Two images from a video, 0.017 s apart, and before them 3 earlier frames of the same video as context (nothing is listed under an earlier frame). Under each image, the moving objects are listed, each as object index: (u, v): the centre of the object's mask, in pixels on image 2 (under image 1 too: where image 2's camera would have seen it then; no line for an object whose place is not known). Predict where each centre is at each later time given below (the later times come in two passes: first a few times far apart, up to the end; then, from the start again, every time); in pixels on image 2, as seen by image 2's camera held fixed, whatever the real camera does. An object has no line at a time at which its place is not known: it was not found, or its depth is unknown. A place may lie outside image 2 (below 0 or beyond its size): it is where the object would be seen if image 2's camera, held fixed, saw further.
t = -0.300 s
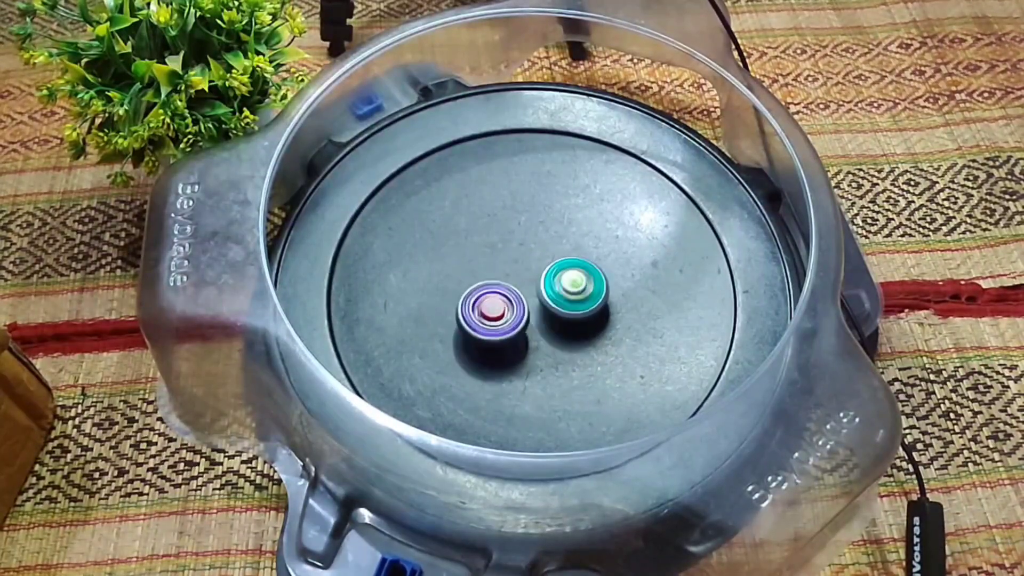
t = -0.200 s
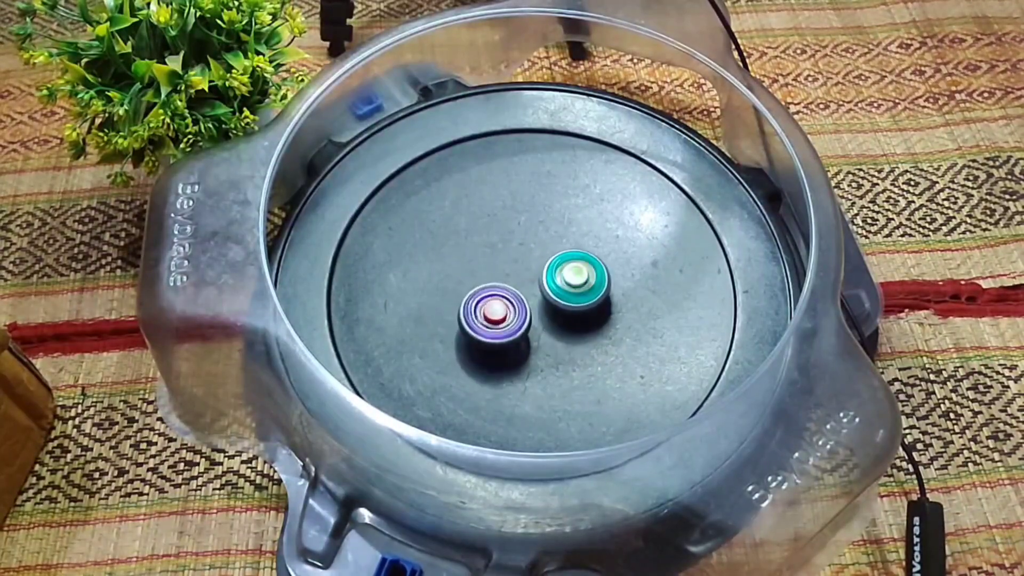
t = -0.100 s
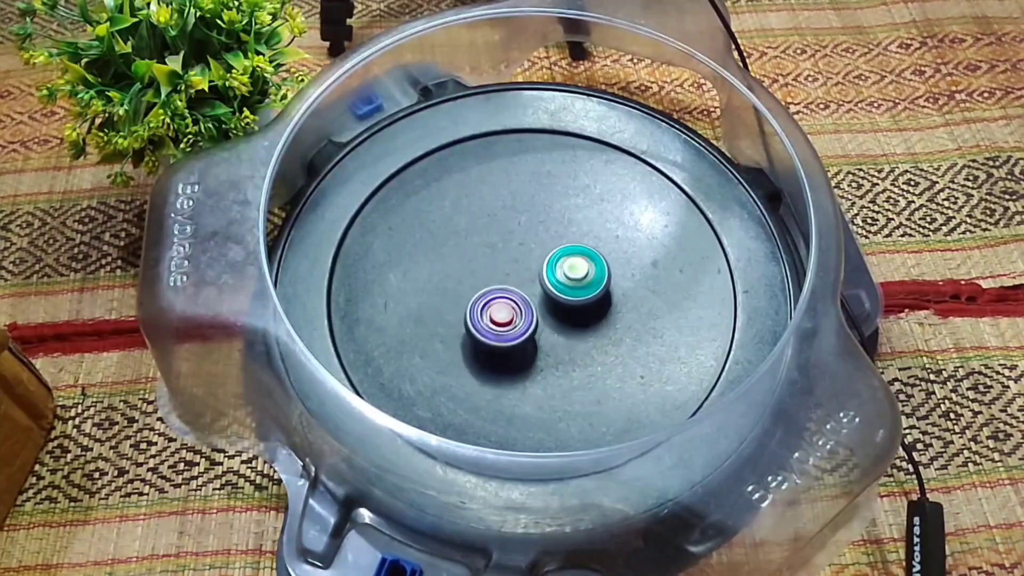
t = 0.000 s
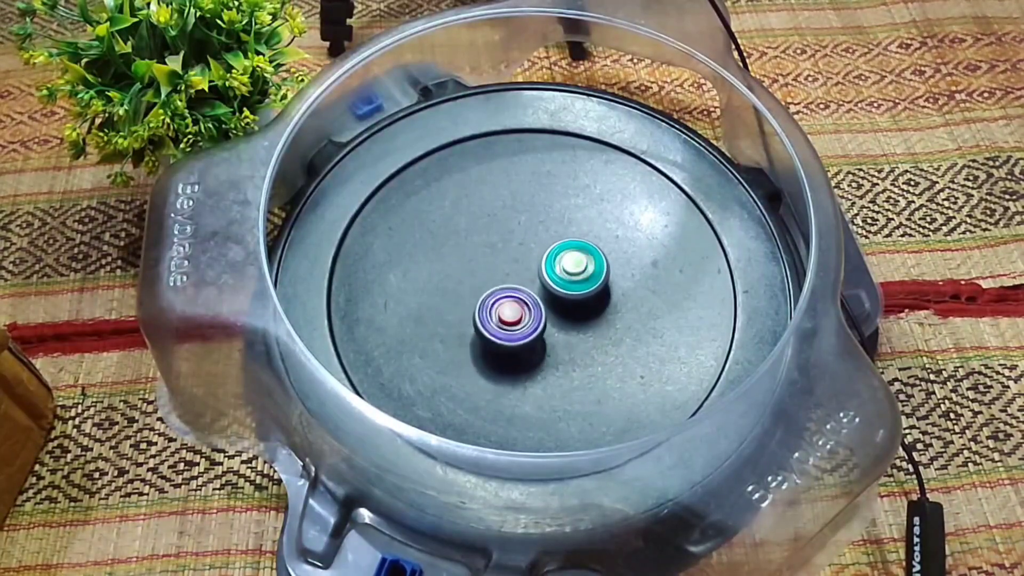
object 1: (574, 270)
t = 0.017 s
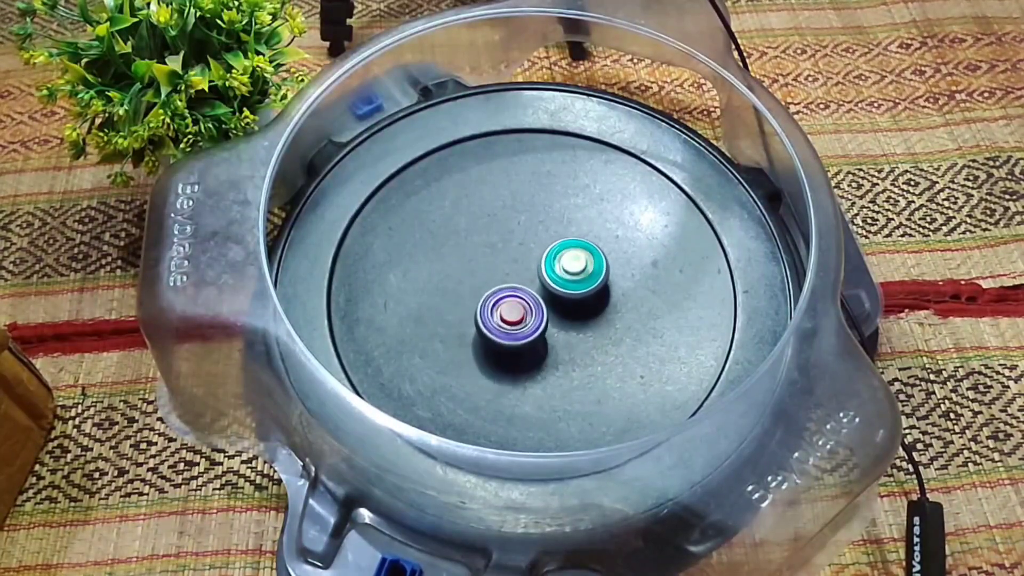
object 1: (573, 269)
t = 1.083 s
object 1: (524, 273)
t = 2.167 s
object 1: (430, 323)
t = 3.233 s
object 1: (590, 272)
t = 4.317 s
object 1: (519, 283)
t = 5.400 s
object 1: (477, 339)
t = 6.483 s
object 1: (573, 341)
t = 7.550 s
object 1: (579, 306)
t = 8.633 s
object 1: (572, 260)
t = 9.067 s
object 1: (571, 255)
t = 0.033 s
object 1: (573, 269)
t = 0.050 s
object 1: (573, 268)
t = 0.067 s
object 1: (572, 267)
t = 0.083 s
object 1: (572, 266)
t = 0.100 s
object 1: (571, 266)
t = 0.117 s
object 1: (570, 265)
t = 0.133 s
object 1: (569, 264)
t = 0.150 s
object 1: (569, 263)
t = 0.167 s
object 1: (570, 260)
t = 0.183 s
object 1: (572, 257)
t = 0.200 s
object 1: (573, 256)
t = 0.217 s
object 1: (572, 255)
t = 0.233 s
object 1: (572, 255)
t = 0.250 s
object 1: (571, 254)
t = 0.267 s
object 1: (571, 253)
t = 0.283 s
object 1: (570, 252)
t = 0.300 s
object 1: (569, 251)
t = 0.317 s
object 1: (568, 251)
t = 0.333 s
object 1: (567, 250)
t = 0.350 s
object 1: (566, 250)
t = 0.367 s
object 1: (565, 250)
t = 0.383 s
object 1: (564, 249)
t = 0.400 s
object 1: (563, 249)
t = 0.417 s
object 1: (561, 249)
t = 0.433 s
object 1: (560, 249)
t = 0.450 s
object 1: (558, 249)
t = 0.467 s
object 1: (557, 250)
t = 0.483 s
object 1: (556, 250)
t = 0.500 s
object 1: (554, 251)
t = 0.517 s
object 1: (553, 251)
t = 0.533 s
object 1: (552, 252)
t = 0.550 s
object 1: (551, 253)
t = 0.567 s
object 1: (551, 249)
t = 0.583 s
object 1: (553, 244)
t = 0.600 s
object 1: (553, 241)
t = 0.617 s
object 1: (553, 240)
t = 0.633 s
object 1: (552, 240)
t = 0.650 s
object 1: (551, 239)
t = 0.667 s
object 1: (550, 239)
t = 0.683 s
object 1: (549, 239)
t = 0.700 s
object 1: (547, 239)
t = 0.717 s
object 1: (546, 239)
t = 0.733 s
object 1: (545, 240)
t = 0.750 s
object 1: (543, 240)
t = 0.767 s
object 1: (542, 241)
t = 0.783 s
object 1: (540, 241)
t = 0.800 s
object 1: (539, 242)
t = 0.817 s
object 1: (537, 243)
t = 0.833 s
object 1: (536, 244)
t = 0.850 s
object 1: (534, 246)
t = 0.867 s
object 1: (533, 247)
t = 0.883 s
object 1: (532, 249)
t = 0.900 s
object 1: (531, 250)
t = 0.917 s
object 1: (530, 252)
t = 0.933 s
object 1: (529, 254)
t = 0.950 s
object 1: (528, 256)
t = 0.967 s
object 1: (527, 258)
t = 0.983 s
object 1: (526, 260)
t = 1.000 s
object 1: (526, 262)
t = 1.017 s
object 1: (525, 264)
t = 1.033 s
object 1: (525, 266)
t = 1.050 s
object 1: (525, 268)
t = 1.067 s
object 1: (525, 271)
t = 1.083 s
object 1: (524, 273)
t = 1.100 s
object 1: (524, 275)
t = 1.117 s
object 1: (523, 275)
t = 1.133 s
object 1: (523, 276)
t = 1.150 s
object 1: (523, 277)
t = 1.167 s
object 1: (521, 275)
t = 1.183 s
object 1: (517, 267)
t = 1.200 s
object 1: (514, 261)
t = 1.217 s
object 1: (512, 259)
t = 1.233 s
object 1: (511, 257)
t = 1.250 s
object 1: (509, 258)
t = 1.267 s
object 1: (508, 258)
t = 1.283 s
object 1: (506, 259)
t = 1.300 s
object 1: (505, 259)
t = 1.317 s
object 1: (503, 259)
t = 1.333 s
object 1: (502, 260)
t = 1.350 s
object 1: (500, 260)
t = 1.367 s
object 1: (499, 261)
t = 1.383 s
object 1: (497, 262)
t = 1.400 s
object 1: (496, 262)
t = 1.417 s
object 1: (495, 263)
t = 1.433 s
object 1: (494, 264)
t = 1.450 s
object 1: (492, 265)
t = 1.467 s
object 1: (491, 266)
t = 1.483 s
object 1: (490, 267)
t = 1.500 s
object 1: (489, 268)
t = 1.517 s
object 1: (489, 270)
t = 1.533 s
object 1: (488, 271)
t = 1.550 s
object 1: (487, 272)
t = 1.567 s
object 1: (486, 273)
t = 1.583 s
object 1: (486, 275)
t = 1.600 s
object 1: (485, 276)
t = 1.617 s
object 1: (485, 277)
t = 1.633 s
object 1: (484, 279)
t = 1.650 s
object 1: (484, 280)
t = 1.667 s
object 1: (484, 281)
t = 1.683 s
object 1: (484, 283)
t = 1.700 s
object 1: (484, 284)
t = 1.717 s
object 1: (484, 286)
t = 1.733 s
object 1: (484, 288)
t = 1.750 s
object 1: (484, 289)
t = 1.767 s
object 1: (484, 291)
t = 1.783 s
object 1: (485, 293)
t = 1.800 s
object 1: (485, 295)
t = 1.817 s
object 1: (486, 296)
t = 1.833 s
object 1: (487, 299)
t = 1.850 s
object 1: (487, 300)
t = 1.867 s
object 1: (477, 298)
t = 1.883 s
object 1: (464, 294)
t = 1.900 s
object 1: (454, 291)
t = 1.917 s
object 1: (448, 291)
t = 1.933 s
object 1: (443, 291)
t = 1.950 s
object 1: (440, 293)
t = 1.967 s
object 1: (438, 295)
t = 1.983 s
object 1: (436, 298)
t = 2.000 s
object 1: (435, 300)
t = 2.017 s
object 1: (434, 303)
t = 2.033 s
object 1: (432, 305)
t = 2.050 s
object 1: (431, 307)
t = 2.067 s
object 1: (430, 310)
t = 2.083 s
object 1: (430, 312)
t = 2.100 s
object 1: (429, 316)
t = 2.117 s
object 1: (429, 317)
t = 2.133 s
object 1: (429, 320)
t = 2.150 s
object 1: (429, 322)
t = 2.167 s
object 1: (430, 323)
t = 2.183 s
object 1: (430, 325)
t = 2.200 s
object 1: (431, 327)
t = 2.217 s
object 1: (432, 329)
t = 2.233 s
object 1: (432, 331)
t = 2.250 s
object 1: (434, 333)
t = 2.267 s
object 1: (435, 335)
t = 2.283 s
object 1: (437, 336)
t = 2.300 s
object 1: (438, 338)
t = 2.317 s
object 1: (440, 339)
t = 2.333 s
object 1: (442, 341)
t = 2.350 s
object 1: (445, 342)
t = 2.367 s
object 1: (447, 344)
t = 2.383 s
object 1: (449, 345)
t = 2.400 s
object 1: (452, 346)
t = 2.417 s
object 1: (455, 347)
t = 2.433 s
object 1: (458, 348)
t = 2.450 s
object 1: (461, 349)
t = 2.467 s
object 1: (464, 350)
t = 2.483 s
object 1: (468, 350)
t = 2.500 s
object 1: (471, 351)
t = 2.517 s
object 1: (475, 351)
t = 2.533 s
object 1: (478, 352)
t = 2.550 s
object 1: (482, 351)
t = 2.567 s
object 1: (486, 351)
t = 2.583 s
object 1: (490, 352)
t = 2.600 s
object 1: (494, 351)
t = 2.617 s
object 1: (499, 351)
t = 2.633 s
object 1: (502, 350)
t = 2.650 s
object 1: (507, 349)
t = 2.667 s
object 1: (511, 348)
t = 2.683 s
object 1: (516, 347)
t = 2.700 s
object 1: (520, 345)
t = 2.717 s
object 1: (524, 343)
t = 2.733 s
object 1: (528, 342)
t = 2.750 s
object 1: (531, 339)
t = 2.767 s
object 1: (535, 338)
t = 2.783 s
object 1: (539, 335)
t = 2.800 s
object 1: (543, 333)
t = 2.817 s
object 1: (546, 331)
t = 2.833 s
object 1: (550, 329)
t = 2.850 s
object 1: (553, 327)
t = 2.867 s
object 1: (556, 324)
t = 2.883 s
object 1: (559, 322)
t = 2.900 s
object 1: (562, 320)
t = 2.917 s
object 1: (565, 317)
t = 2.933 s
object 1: (567, 315)
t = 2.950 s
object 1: (570, 312)
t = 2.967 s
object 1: (572, 310)
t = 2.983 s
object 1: (575, 307)
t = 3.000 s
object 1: (577, 304)
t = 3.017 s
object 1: (579, 302)
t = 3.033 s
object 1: (581, 298)
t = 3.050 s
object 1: (582, 296)
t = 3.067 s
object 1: (584, 294)
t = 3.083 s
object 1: (585, 291)
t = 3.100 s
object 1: (586, 288)
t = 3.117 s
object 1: (587, 286)
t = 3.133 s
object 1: (588, 284)
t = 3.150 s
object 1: (589, 282)
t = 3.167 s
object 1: (589, 279)
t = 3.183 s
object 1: (590, 278)
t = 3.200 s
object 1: (590, 275)
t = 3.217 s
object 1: (590, 274)
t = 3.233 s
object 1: (590, 272)
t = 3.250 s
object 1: (591, 271)
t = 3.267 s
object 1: (591, 269)
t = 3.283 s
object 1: (590, 268)
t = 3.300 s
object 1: (590, 267)
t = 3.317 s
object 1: (591, 266)
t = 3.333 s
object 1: (590, 265)
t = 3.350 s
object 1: (590, 263)
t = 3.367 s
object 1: (590, 263)
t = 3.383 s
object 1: (589, 262)
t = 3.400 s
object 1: (589, 261)
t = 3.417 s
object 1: (589, 261)
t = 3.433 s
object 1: (588, 260)
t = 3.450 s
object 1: (587, 259)
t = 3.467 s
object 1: (587, 259)
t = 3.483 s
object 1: (586, 258)
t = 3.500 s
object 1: (585, 257)
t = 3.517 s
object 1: (585, 257)
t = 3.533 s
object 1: (584, 256)
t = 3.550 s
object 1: (583, 256)
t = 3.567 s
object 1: (582, 255)
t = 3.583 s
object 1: (581, 255)
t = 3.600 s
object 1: (579, 254)
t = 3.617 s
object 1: (578, 254)
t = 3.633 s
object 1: (577, 254)
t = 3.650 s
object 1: (575, 254)
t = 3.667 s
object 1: (574, 254)
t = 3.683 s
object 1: (573, 255)
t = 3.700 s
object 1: (571, 255)
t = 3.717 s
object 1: (570, 255)
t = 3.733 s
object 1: (568, 256)
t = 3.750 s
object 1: (567, 257)
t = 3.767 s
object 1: (565, 257)
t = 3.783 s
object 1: (564, 258)
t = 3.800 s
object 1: (562, 259)
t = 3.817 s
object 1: (561, 259)
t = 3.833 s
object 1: (559, 260)
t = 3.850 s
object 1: (557, 262)
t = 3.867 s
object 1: (556, 263)
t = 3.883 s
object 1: (554, 264)
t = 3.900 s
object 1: (553, 265)
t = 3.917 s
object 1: (551, 266)
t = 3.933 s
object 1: (550, 267)
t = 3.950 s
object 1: (549, 267)
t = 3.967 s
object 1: (548, 265)
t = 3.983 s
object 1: (547, 265)
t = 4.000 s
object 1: (546, 266)
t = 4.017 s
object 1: (545, 266)
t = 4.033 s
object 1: (543, 267)
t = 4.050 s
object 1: (542, 267)
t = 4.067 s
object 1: (540, 268)
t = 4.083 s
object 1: (539, 269)
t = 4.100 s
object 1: (537, 269)
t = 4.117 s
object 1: (536, 270)
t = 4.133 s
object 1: (534, 271)
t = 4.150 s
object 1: (533, 272)
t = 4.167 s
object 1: (532, 273)
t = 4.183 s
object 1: (530, 274)
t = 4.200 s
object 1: (529, 275)
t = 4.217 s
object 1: (527, 276)
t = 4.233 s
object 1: (526, 277)
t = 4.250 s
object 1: (524, 278)
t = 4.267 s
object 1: (523, 279)
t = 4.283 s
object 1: (522, 280)
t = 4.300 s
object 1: (520, 281)
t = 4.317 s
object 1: (519, 283)
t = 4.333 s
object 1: (518, 284)
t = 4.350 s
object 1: (516, 284)
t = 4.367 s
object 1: (515, 286)
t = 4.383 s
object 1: (513, 286)
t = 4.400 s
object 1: (512, 287)
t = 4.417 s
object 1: (511, 288)
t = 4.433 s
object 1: (509, 290)
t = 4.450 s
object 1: (508, 291)
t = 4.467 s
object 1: (507, 292)
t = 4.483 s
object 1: (506, 293)
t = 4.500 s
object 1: (505, 294)
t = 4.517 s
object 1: (504, 296)
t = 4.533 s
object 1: (503, 297)
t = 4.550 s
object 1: (502, 298)
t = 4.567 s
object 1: (501, 299)
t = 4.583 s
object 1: (500, 300)
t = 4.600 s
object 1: (499, 301)
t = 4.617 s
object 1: (498, 302)
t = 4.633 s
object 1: (498, 303)
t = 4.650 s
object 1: (497, 303)
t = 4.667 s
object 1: (496, 304)
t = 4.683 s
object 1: (495, 305)
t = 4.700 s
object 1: (495, 307)
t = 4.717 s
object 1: (495, 308)
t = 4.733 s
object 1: (494, 309)
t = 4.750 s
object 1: (493, 309)
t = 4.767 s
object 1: (493, 310)
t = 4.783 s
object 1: (492, 310)
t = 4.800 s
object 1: (491, 311)
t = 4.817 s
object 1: (484, 313)
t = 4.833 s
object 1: (480, 314)
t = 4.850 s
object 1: (478, 316)
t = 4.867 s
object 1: (476, 318)
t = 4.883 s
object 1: (475, 319)
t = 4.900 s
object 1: (473, 321)
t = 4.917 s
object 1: (472, 322)
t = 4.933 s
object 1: (471, 323)
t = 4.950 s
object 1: (470, 324)
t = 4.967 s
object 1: (470, 325)
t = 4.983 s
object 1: (469, 326)
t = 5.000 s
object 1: (468, 327)
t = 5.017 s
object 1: (468, 328)
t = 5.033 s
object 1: (467, 329)
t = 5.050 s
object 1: (467, 330)
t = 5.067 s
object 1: (467, 330)
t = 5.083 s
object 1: (467, 331)
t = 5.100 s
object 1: (467, 332)
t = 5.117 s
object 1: (467, 332)
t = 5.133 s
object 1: (467, 333)
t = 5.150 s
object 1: (467, 334)
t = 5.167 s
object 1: (467, 335)
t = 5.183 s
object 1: (467, 335)
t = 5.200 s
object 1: (467, 336)
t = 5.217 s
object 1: (467, 336)
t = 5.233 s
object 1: (467, 337)
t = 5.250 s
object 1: (468, 337)
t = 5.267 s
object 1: (469, 338)
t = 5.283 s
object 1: (469, 338)
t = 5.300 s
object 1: (470, 339)
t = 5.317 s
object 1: (471, 339)
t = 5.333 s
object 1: (472, 339)
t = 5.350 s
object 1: (473, 339)
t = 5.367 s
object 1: (475, 339)
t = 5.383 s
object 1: (476, 339)
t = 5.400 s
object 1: (477, 339)
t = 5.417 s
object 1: (478, 339)
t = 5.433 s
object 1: (480, 338)
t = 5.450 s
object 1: (481, 338)
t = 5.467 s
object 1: (482, 337)
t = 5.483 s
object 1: (484, 337)
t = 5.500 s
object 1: (485, 336)
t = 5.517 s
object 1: (487, 335)
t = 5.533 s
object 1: (488, 335)
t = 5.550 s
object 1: (489, 334)
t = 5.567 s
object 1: (491, 334)
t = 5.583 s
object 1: (492, 333)
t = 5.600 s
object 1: (488, 338)
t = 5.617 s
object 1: (486, 342)
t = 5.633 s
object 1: (485, 342)
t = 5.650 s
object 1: (486, 343)
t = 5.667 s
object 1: (487, 343)
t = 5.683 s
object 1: (488, 343)
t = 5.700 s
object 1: (490, 343)
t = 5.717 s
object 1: (491, 343)
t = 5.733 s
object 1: (492, 343)
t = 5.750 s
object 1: (494, 343)
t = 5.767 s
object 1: (495, 343)
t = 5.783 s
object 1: (497, 344)
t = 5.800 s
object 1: (499, 343)
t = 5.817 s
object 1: (500, 343)
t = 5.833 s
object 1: (502, 343)
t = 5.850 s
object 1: (504, 343)
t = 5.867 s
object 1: (506, 342)
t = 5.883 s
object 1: (508, 342)
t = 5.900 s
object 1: (510, 341)
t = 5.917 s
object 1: (512, 341)
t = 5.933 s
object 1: (514, 340)
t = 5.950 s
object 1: (515, 339)
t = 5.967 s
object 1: (517, 339)
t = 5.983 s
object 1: (519, 338)
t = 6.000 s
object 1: (521, 338)
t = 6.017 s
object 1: (523, 337)
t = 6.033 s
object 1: (525, 336)
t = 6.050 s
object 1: (526, 338)
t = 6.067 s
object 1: (529, 339)
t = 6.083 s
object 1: (530, 340)
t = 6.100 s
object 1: (532, 339)
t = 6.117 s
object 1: (533, 340)
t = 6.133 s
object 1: (535, 339)
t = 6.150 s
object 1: (537, 339)
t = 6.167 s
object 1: (538, 339)
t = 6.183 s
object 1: (540, 338)
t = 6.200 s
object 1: (541, 338)
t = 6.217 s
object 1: (543, 338)
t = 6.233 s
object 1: (545, 337)
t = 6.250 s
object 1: (546, 337)
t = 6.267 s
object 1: (548, 336)
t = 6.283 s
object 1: (549, 335)
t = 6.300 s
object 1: (550, 335)
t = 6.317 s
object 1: (552, 334)
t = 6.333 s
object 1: (553, 334)
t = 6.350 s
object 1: (554, 333)
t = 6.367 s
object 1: (556, 333)
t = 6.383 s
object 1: (557, 332)
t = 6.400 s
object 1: (558, 332)
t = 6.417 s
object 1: (561, 334)
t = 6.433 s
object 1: (565, 338)
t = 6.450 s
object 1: (569, 341)
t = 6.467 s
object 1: (571, 341)
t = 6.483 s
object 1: (573, 341)
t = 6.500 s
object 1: (575, 341)
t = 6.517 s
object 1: (578, 341)
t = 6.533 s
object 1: (579, 341)
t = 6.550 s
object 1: (581, 341)
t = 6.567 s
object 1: (583, 340)
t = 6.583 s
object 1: (584, 340)
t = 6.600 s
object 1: (585, 340)
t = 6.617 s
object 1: (586, 340)
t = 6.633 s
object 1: (587, 339)
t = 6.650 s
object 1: (588, 339)
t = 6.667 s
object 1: (589, 339)
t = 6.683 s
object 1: (589, 338)
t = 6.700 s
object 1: (590, 337)
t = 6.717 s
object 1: (591, 337)
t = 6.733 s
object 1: (591, 337)
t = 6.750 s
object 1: (592, 336)
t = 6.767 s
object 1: (593, 336)
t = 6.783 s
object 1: (593, 335)
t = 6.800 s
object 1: (593, 334)
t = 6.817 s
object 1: (594, 335)
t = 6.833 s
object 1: (594, 334)
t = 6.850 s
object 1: (594, 334)
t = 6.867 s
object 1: (595, 333)
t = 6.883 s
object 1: (595, 332)
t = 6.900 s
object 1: (595, 332)
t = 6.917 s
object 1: (596, 331)
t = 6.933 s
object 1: (595, 330)
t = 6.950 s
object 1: (595, 329)
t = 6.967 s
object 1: (595, 328)
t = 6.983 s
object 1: (594, 327)
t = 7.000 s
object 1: (594, 326)
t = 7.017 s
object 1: (593, 325)
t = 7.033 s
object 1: (592, 323)
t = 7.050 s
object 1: (591, 323)
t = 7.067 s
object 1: (590, 323)
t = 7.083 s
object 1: (589, 322)
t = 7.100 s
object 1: (587, 321)
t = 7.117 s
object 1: (587, 321)
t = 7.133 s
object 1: (587, 321)
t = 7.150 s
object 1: (587, 321)
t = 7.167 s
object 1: (587, 321)
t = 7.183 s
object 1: (586, 320)
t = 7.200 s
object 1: (587, 320)
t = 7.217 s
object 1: (587, 320)
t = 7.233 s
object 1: (587, 319)
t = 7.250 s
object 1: (586, 317)
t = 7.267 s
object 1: (586, 317)
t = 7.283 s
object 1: (586, 316)
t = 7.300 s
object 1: (585, 314)
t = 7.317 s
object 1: (585, 314)
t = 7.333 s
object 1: (584, 314)
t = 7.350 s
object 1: (583, 313)
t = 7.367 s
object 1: (582, 311)
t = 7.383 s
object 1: (581, 311)
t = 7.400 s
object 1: (580, 311)
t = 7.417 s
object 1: (579, 309)
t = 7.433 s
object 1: (579, 309)
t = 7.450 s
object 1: (578, 309)
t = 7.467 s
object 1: (577, 308)
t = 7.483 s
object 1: (576, 308)
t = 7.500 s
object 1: (577, 307)
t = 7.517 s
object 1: (579, 307)
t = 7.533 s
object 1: (579, 307)
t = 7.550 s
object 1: (579, 306)
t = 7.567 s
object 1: (579, 305)
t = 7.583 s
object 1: (578, 304)
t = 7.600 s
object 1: (578, 303)
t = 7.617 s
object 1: (577, 302)
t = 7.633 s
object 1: (576, 302)
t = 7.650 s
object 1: (576, 302)
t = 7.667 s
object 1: (575, 301)
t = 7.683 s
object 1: (575, 300)
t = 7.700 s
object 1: (574, 299)
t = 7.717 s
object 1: (573, 297)
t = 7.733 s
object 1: (572, 298)
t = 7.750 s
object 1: (571, 296)
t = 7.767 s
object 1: (570, 296)
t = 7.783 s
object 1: (569, 296)
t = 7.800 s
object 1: (568, 295)
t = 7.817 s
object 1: (567, 295)
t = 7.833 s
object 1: (565, 295)
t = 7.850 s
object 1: (564, 294)
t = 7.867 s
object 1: (563, 294)
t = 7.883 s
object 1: (561, 293)
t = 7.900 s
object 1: (560, 292)
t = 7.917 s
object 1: (559, 292)
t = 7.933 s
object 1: (557, 292)
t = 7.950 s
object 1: (556, 291)
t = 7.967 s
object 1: (556, 292)
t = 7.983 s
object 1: (556, 292)
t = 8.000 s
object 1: (555, 292)
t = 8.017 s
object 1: (555, 291)
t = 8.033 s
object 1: (554, 291)
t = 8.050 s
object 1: (553, 291)
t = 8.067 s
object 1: (554, 289)
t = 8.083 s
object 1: (554, 289)
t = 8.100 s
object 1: (553, 290)
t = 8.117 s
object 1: (553, 289)
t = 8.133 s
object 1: (553, 288)
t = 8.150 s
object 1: (553, 288)
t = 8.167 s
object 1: (552, 288)
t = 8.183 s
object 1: (552, 286)
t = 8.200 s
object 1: (552, 287)
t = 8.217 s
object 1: (552, 287)
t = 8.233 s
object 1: (551, 285)
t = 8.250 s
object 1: (551, 284)
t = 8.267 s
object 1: (552, 283)
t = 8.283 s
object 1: (553, 282)
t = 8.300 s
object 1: (553, 282)
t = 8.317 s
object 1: (553, 280)
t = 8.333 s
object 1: (553, 280)
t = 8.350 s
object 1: (554, 280)
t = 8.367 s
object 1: (554, 278)
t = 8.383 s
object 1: (554, 279)
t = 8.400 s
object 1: (554, 279)
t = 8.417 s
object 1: (554, 278)
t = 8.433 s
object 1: (554, 276)
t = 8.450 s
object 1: (554, 276)
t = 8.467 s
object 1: (554, 277)
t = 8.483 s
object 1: (554, 275)
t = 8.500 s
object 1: (554, 276)
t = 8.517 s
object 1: (554, 274)
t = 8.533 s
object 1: (554, 275)
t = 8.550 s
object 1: (554, 274)
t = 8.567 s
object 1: (554, 274)
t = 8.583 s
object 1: (556, 272)
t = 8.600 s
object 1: (563, 266)
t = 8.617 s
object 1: (569, 262)
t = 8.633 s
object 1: (572, 260)
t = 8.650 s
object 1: (572, 259)
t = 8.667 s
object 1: (572, 258)
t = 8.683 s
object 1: (572, 258)
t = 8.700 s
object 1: (573, 257)
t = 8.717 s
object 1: (573, 256)
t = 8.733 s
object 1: (573, 256)
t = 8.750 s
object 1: (573, 255)
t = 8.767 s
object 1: (573, 255)
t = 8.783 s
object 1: (573, 254)
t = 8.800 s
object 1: (573, 254)
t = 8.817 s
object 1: (573, 253)
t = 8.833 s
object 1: (573, 253)
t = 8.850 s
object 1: (573, 253)
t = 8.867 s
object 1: (572, 252)
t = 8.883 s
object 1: (572, 252)
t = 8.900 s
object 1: (573, 252)
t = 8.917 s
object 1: (572, 252)
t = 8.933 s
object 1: (572, 252)
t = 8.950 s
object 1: (572, 252)
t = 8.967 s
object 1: (572, 252)
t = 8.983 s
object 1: (572, 252)
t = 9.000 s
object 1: (572, 253)
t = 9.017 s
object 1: (572, 253)
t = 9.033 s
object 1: (571, 254)
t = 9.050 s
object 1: (571, 254)
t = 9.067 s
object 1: (571, 255)
